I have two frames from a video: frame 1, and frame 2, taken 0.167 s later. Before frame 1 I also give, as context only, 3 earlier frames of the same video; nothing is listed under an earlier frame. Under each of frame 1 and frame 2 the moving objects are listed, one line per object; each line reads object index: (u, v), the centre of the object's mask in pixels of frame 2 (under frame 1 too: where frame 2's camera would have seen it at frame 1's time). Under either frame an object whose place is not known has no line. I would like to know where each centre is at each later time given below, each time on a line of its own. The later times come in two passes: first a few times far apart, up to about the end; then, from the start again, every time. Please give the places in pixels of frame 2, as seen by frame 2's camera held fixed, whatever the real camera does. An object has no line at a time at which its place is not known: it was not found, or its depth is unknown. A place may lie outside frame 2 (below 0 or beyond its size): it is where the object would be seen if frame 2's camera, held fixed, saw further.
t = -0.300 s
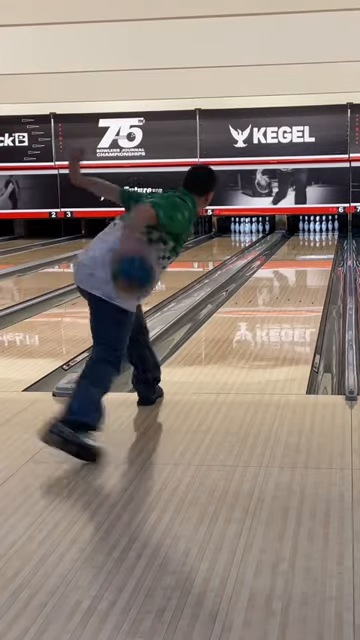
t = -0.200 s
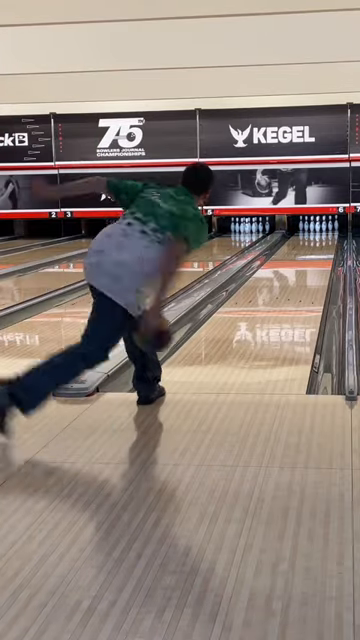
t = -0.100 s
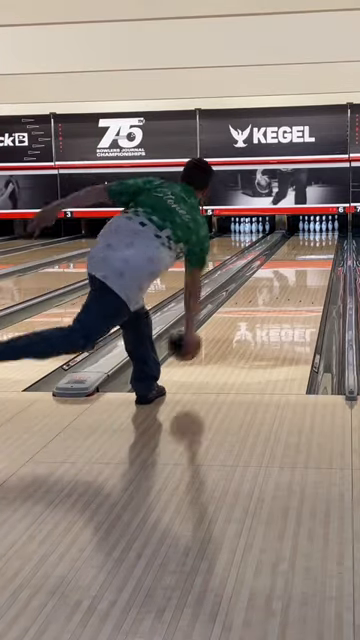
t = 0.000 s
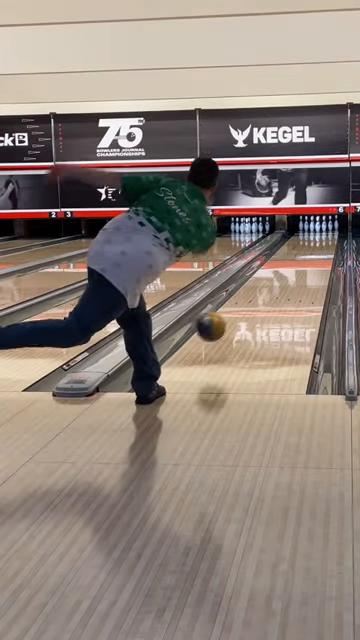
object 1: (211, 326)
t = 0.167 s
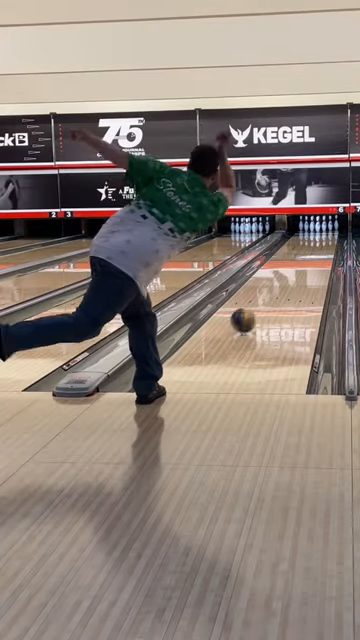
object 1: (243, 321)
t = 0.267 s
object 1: (257, 309)
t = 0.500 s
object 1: (283, 287)
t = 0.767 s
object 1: (302, 270)
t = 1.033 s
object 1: (316, 258)
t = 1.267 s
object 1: (325, 249)
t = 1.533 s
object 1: (330, 242)
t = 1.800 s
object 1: (331, 237)
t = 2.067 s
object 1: (328, 231)
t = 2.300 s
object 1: (321, 228)
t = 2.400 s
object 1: (322, 227)
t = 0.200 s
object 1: (248, 316)
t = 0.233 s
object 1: (253, 314)
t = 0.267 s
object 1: (257, 309)
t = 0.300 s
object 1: (261, 305)
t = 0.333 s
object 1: (266, 301)
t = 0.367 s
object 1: (269, 299)
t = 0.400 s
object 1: (273, 296)
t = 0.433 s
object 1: (276, 293)
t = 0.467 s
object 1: (280, 290)
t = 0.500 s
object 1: (283, 287)
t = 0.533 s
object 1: (286, 285)
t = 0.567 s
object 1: (288, 282)
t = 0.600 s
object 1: (291, 280)
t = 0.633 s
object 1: (294, 278)
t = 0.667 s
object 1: (296, 276)
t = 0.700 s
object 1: (298, 274)
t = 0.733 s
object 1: (300, 272)
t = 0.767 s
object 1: (302, 270)
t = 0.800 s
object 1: (305, 269)
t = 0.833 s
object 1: (306, 267)
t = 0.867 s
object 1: (308, 265)
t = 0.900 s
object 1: (310, 263)
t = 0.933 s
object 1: (312, 262)
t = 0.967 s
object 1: (314, 260)
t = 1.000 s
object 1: (314, 259)
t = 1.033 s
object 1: (316, 258)
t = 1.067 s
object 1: (318, 256)
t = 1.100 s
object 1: (319, 255)
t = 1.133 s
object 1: (320, 254)
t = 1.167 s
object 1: (321, 253)
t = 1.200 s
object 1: (323, 252)
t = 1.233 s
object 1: (323, 251)
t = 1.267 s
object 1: (325, 249)
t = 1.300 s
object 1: (325, 248)
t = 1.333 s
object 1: (326, 248)
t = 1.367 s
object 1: (327, 245)
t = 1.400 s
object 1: (329, 245)
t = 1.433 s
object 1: (329, 244)
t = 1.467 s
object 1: (330, 243)
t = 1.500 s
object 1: (330, 242)
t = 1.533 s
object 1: (330, 242)
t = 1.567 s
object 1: (331, 241)
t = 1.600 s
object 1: (331, 239)
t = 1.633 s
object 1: (332, 239)
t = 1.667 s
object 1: (333, 239)
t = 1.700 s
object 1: (332, 238)
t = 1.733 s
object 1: (332, 237)
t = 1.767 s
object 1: (332, 237)
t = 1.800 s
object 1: (331, 237)
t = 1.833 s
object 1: (331, 235)
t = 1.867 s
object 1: (331, 236)
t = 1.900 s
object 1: (331, 234)
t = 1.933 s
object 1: (331, 234)
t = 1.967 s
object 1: (331, 233)
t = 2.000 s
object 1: (330, 233)
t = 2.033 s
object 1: (328, 234)
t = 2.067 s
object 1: (328, 231)
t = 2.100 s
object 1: (327, 232)
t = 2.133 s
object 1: (327, 232)
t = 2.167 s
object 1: (325, 230)
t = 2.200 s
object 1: (324, 229)
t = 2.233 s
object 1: (323, 229)
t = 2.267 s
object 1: (323, 228)
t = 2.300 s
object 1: (321, 228)
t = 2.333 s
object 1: (323, 227)
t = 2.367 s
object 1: (321, 229)
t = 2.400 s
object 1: (322, 227)
